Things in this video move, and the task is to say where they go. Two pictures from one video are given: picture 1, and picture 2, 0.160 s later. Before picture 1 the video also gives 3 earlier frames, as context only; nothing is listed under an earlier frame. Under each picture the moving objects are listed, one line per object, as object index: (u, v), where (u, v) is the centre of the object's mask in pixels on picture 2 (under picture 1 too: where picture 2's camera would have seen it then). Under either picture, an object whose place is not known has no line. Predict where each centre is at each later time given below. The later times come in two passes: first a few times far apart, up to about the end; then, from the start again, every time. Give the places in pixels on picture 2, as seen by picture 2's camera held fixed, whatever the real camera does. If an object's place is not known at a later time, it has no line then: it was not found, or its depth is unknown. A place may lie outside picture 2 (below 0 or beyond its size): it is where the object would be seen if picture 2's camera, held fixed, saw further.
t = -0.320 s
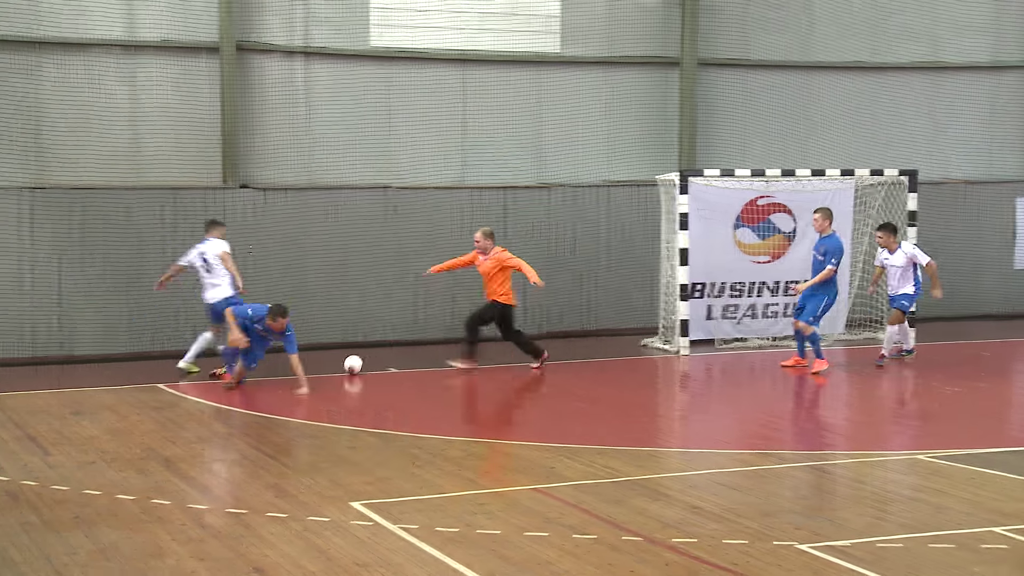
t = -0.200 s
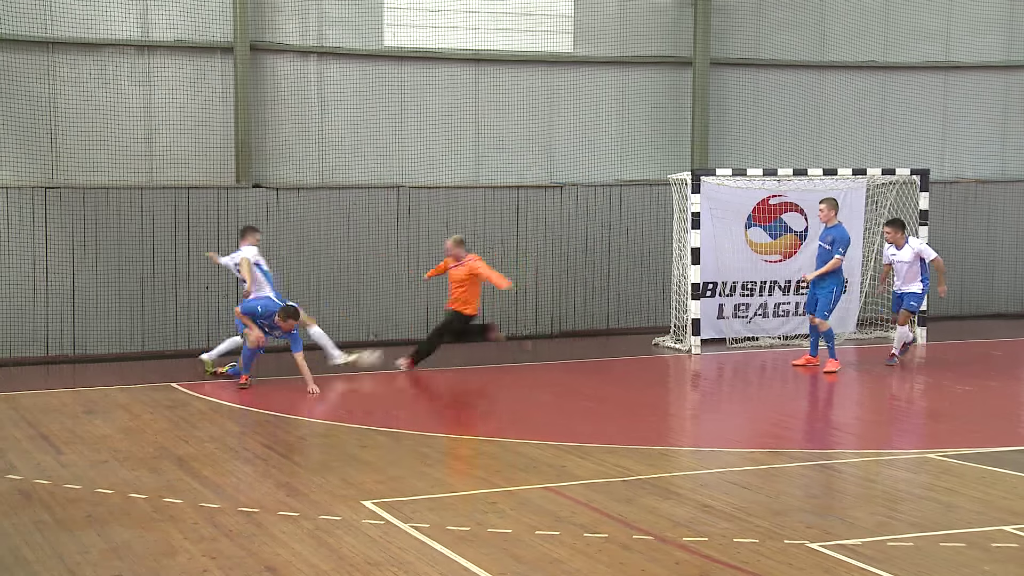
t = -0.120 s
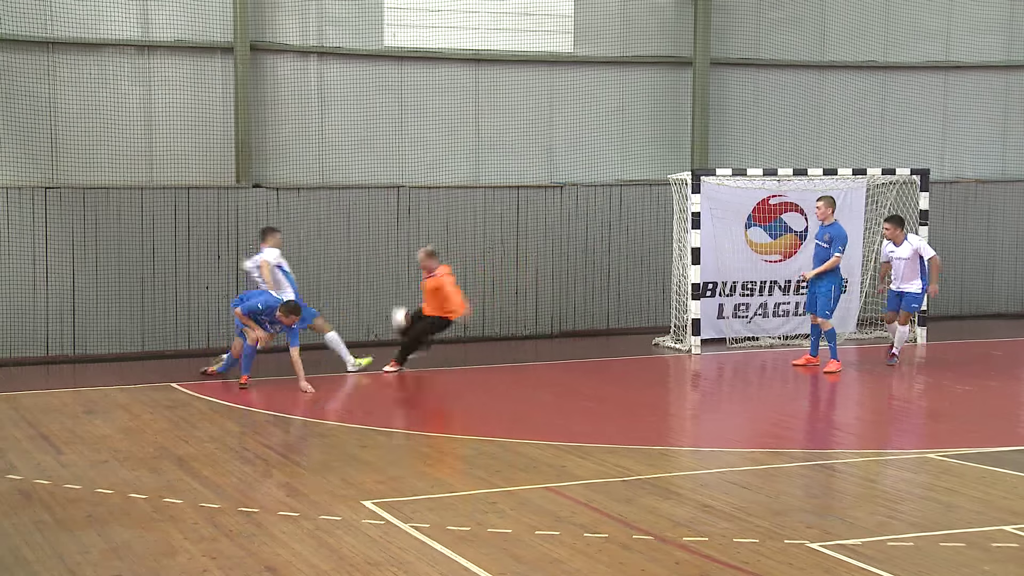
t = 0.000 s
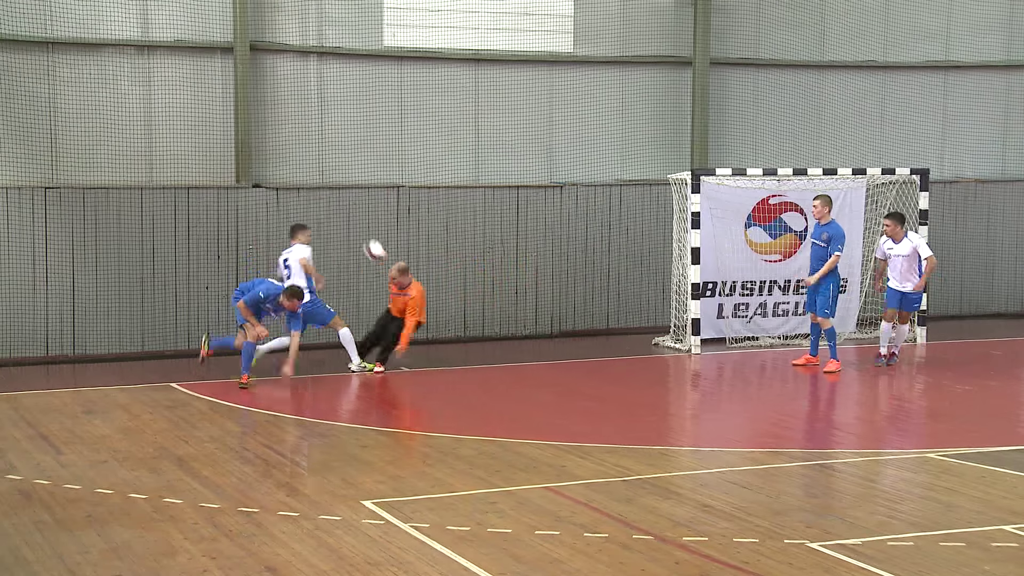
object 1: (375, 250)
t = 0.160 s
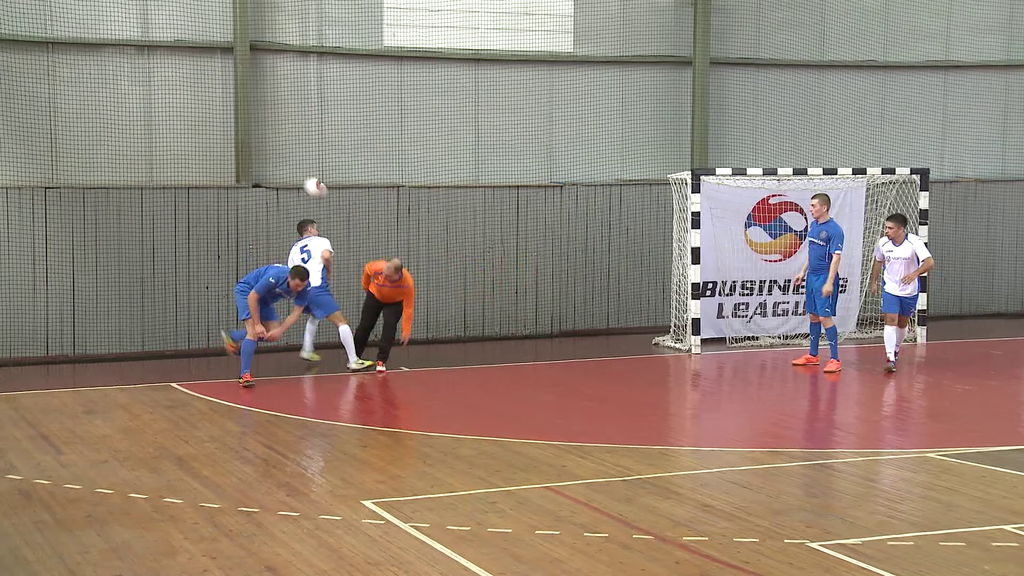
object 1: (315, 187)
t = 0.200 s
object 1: (299, 177)
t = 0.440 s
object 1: (214, 134)
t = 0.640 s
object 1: (145, 137)
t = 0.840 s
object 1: (83, 179)
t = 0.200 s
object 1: (299, 177)
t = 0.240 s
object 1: (284, 164)
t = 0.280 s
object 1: (270, 156)
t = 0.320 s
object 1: (257, 149)
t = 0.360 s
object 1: (243, 142)
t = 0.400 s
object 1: (228, 137)
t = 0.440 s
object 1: (214, 134)
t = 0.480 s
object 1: (200, 132)
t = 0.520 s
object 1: (185, 131)
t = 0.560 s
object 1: (171, 132)
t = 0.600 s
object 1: (159, 134)
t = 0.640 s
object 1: (145, 137)
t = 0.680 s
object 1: (131, 143)
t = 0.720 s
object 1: (118, 149)
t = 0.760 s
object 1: (105, 157)
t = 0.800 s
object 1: (93, 168)
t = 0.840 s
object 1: (83, 179)
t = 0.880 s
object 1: (76, 190)
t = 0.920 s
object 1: (67, 204)
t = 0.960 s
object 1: (63, 219)
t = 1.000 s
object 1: (57, 235)
